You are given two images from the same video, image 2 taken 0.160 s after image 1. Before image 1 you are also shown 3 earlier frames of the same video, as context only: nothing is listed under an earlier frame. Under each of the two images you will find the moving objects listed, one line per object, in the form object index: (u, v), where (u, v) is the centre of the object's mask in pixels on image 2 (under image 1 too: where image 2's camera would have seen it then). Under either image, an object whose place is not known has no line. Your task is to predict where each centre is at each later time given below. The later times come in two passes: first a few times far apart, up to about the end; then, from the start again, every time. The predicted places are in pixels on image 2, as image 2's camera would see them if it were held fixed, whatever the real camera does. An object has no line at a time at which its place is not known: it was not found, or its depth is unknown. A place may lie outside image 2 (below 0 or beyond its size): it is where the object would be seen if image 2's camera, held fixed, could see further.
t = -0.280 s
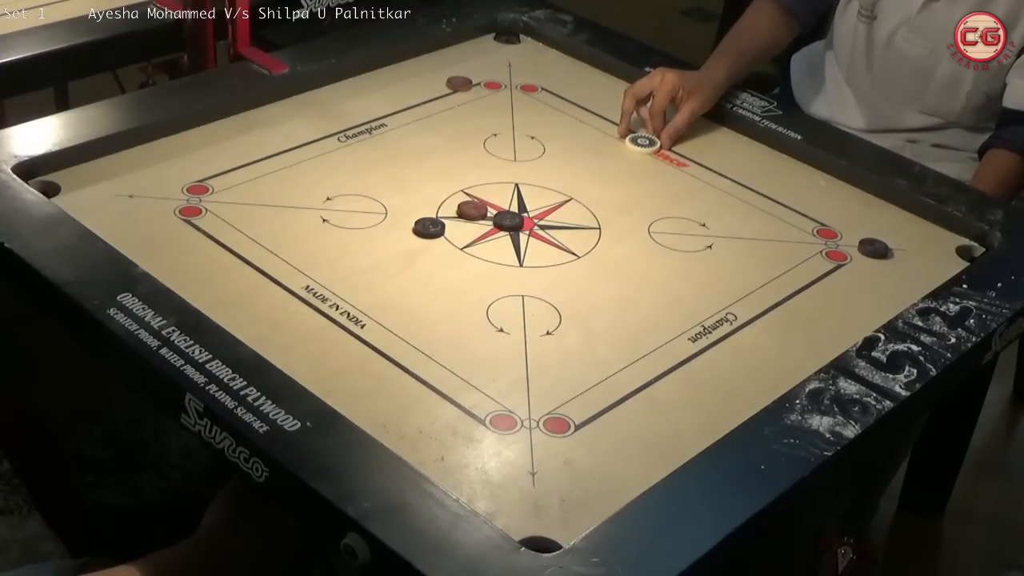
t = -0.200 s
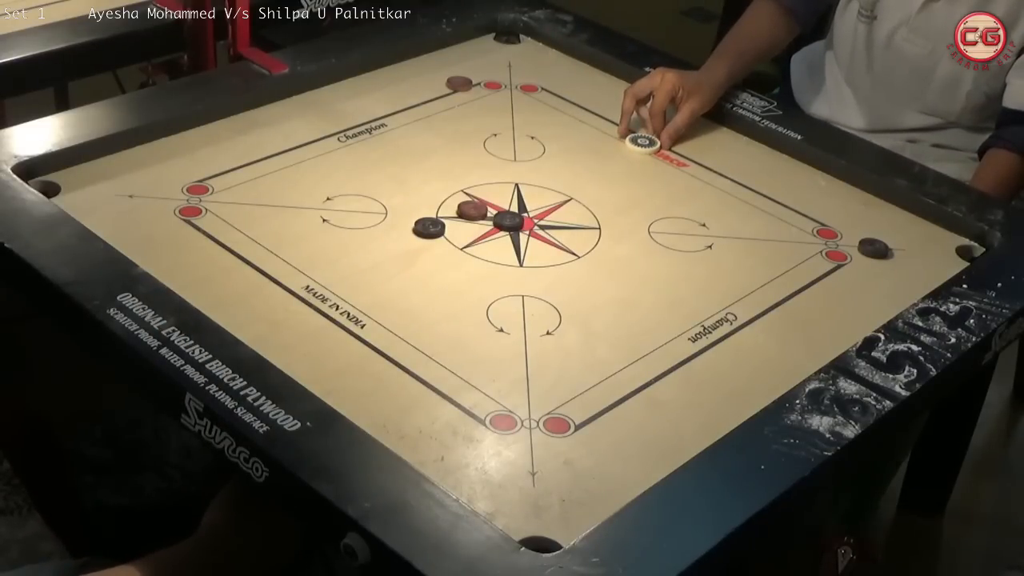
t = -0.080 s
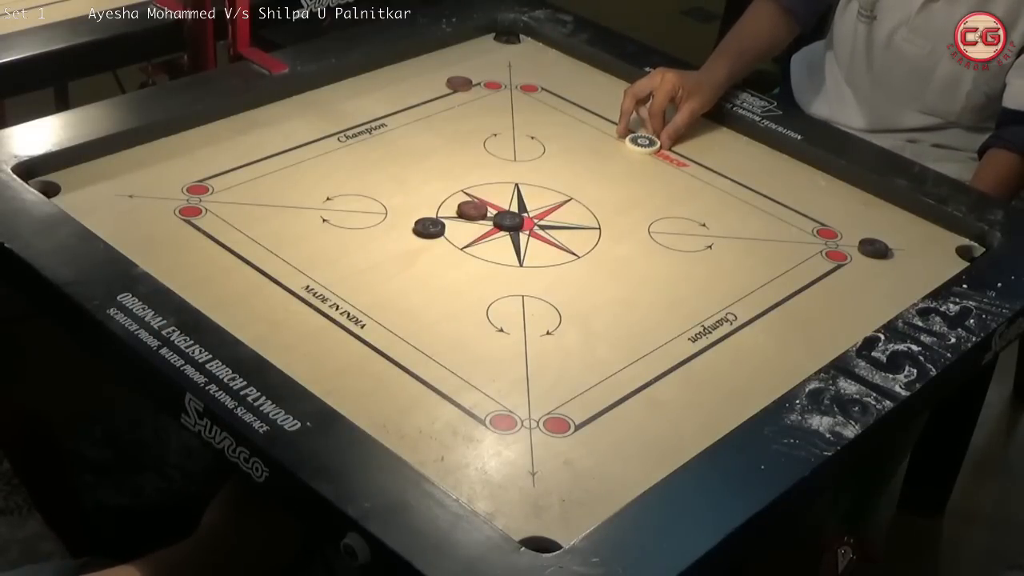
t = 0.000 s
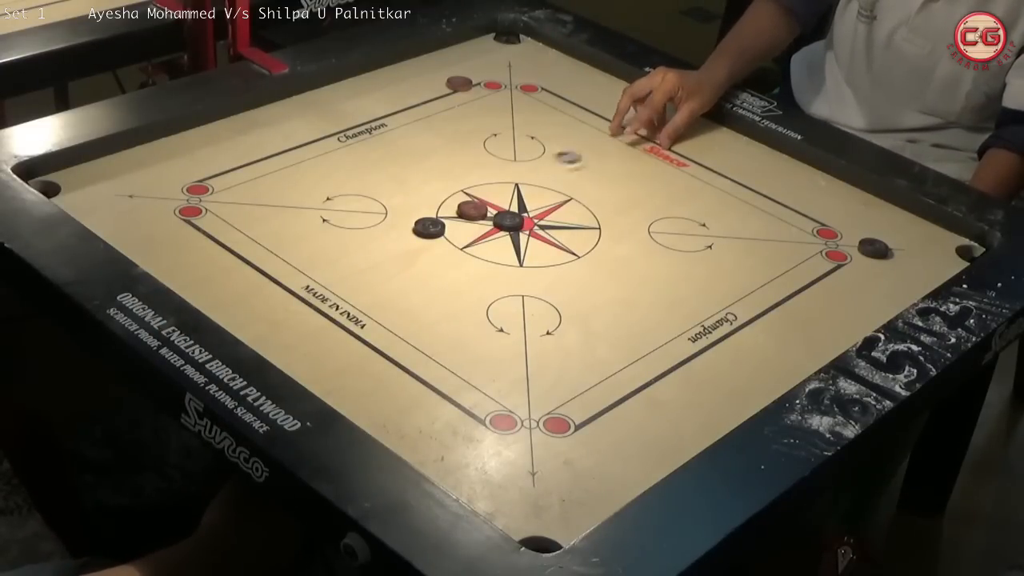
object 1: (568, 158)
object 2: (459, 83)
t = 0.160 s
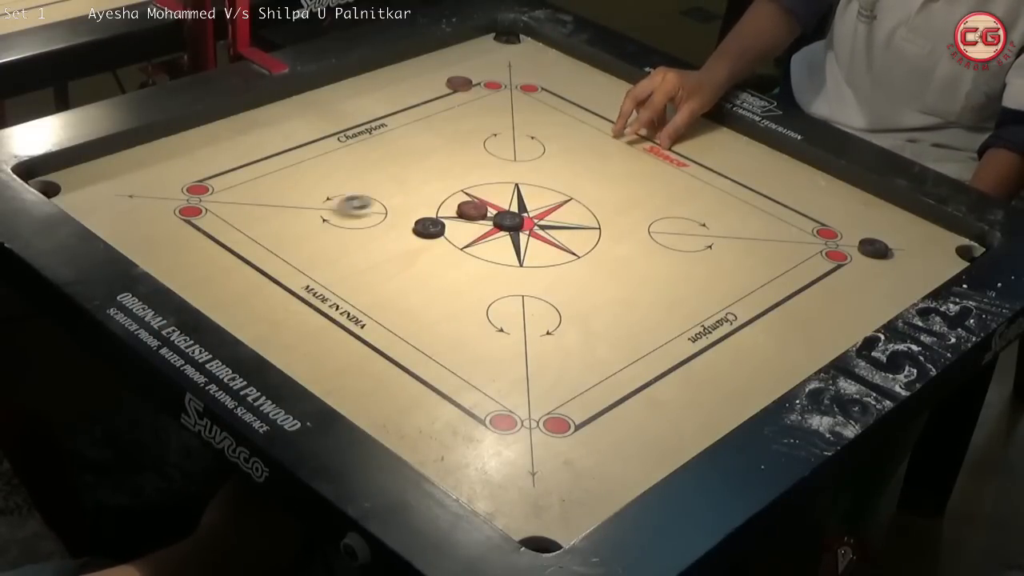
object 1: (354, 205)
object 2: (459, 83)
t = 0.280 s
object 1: (187, 243)
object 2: (459, 83)
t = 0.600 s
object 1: (336, 154)
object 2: (459, 83)
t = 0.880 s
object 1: (457, 97)
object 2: (459, 82)
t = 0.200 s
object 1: (299, 218)
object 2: (459, 83)
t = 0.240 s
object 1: (244, 230)
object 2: (459, 83)
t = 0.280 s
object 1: (187, 243)
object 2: (459, 83)
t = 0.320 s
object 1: (137, 252)
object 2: (459, 83)
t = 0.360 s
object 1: (162, 238)
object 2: (459, 83)
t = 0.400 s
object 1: (197, 221)
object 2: (459, 83)
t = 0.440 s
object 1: (231, 205)
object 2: (459, 83)
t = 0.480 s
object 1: (259, 191)
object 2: (459, 83)
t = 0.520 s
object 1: (287, 178)
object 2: (459, 83)
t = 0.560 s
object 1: (312, 165)
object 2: (459, 83)
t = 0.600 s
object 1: (336, 154)
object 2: (459, 83)
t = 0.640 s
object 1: (358, 144)
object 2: (459, 83)
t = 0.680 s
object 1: (379, 134)
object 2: (459, 83)
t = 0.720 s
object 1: (397, 125)
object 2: (459, 83)
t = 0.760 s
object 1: (413, 117)
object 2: (459, 83)
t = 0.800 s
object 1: (429, 110)
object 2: (459, 83)
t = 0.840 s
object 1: (444, 103)
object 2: (459, 83)
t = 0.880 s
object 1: (457, 97)
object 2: (459, 82)
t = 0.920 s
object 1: (469, 94)
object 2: (460, 77)
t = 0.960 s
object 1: (479, 92)
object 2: (461, 70)
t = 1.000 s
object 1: (489, 90)
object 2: (462, 63)
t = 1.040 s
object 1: (496, 88)
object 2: (464, 58)
